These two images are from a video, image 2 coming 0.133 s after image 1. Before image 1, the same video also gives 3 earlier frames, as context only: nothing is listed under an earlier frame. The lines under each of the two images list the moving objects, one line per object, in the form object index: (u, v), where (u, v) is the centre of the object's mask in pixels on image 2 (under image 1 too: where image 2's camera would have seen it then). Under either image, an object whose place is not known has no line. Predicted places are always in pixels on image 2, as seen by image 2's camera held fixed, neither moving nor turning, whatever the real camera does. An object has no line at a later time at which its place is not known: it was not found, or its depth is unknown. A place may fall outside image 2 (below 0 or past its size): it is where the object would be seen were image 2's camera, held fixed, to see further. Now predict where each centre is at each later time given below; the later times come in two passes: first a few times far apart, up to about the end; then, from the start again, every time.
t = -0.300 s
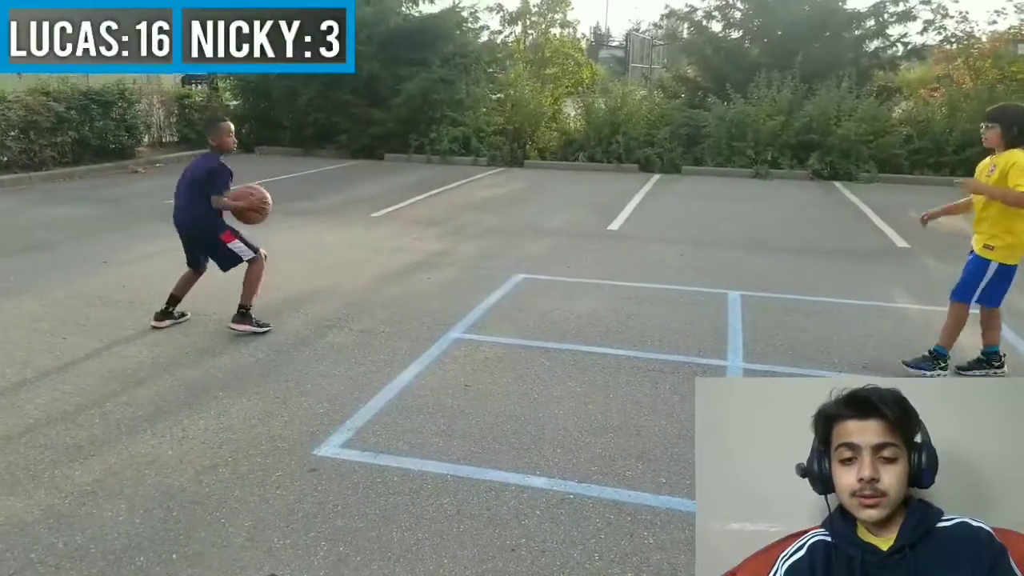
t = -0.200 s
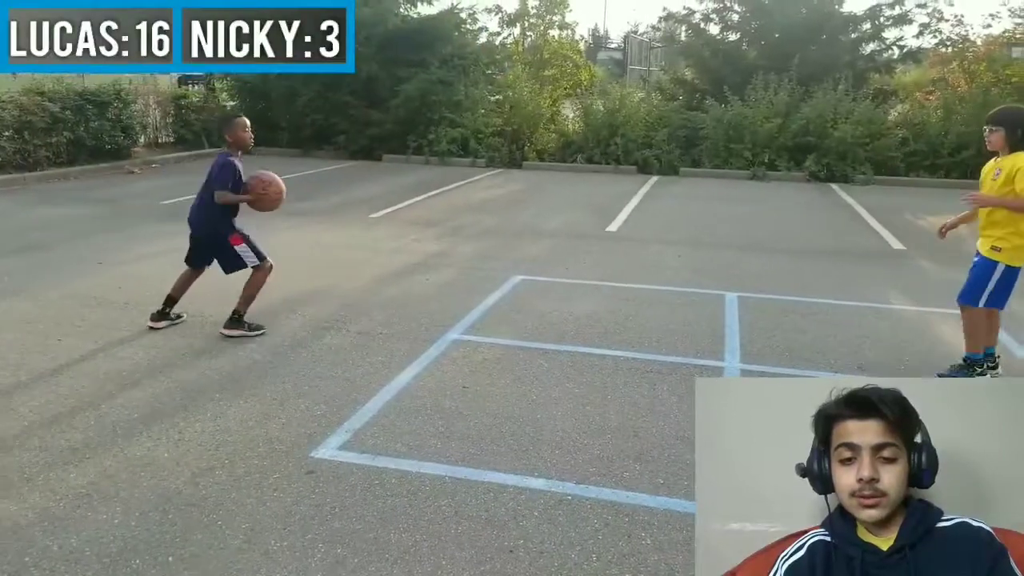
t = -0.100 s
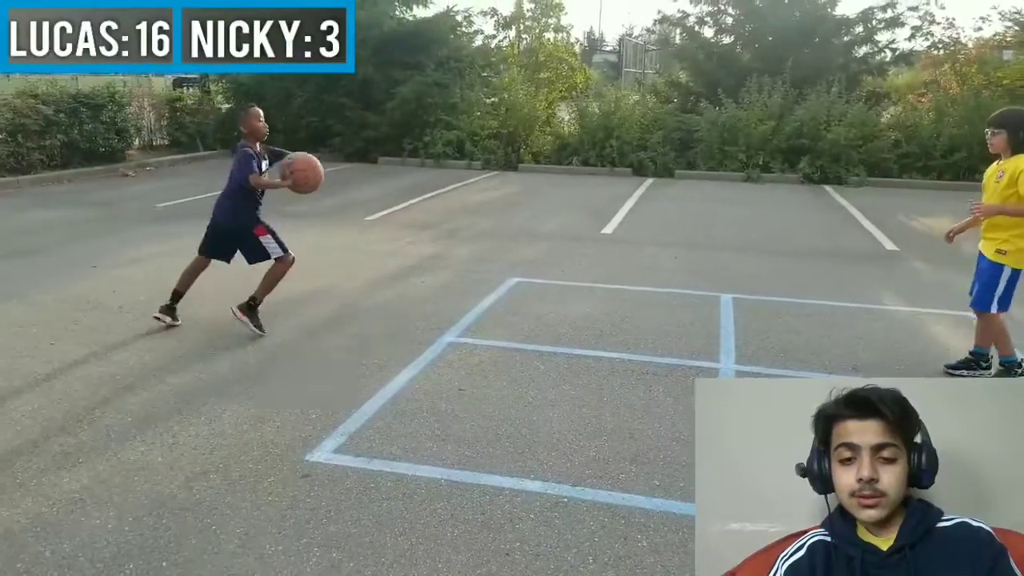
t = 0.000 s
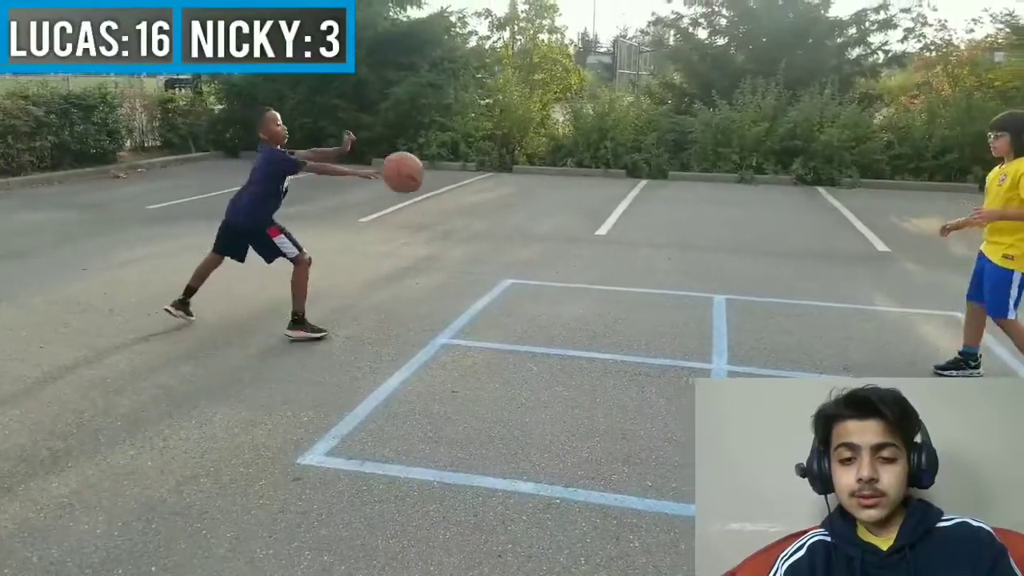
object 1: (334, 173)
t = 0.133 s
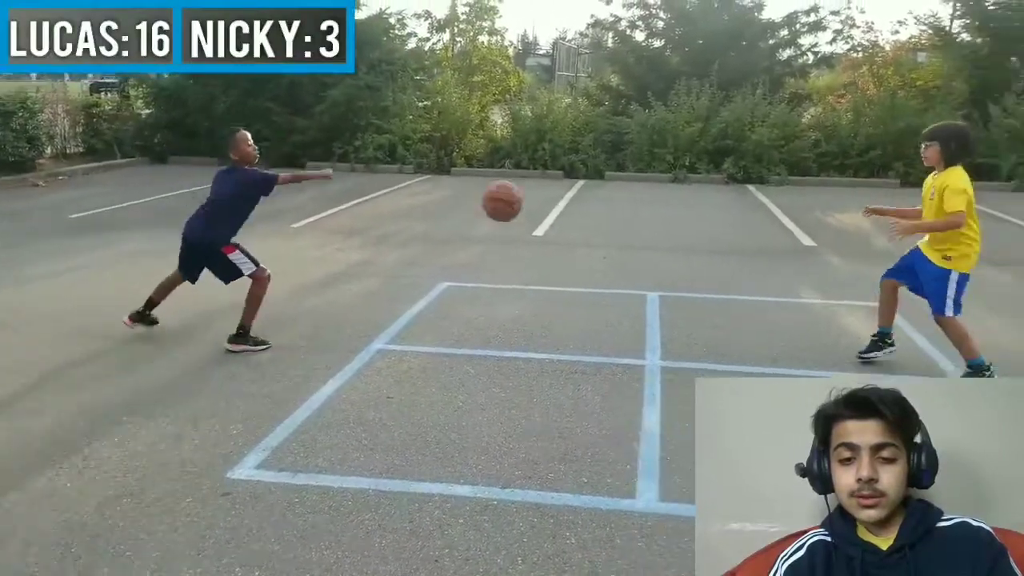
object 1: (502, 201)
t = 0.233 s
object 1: (618, 238)
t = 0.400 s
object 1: (781, 299)
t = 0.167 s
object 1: (539, 212)
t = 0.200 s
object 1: (578, 225)
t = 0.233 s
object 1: (618, 238)
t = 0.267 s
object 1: (660, 252)
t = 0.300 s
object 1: (695, 270)
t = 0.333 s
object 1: (728, 289)
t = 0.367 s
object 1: (760, 309)
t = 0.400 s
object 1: (781, 299)
